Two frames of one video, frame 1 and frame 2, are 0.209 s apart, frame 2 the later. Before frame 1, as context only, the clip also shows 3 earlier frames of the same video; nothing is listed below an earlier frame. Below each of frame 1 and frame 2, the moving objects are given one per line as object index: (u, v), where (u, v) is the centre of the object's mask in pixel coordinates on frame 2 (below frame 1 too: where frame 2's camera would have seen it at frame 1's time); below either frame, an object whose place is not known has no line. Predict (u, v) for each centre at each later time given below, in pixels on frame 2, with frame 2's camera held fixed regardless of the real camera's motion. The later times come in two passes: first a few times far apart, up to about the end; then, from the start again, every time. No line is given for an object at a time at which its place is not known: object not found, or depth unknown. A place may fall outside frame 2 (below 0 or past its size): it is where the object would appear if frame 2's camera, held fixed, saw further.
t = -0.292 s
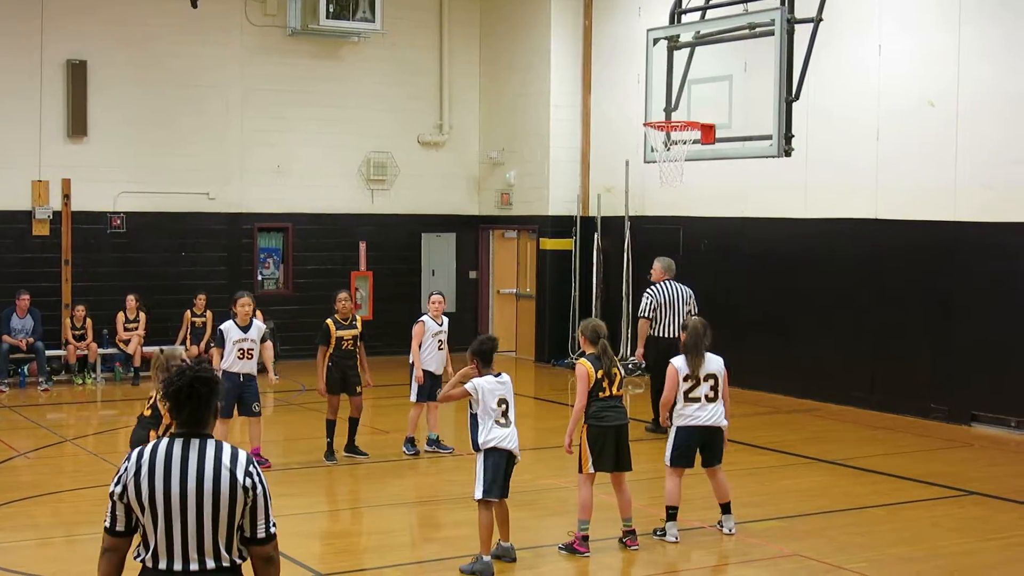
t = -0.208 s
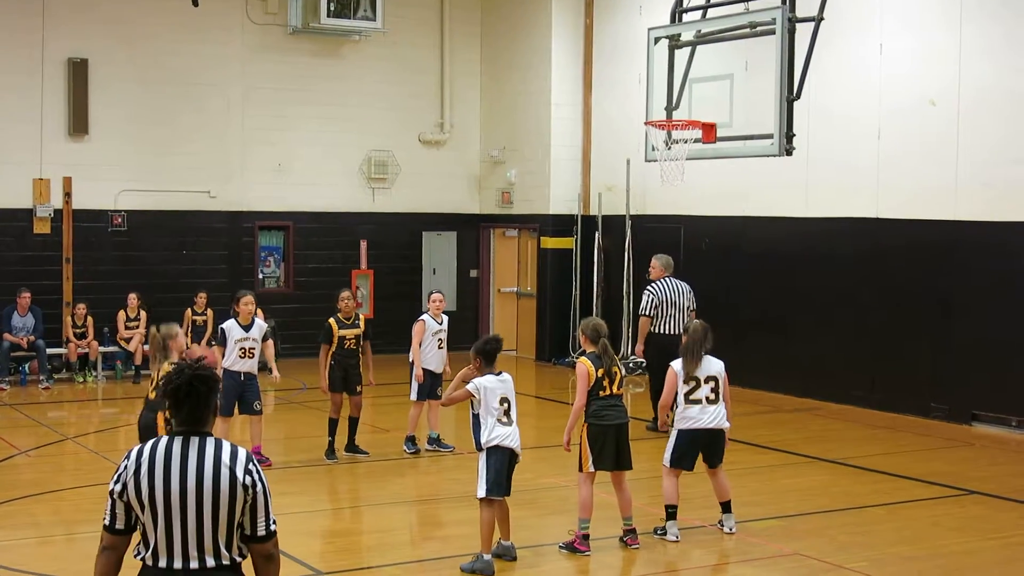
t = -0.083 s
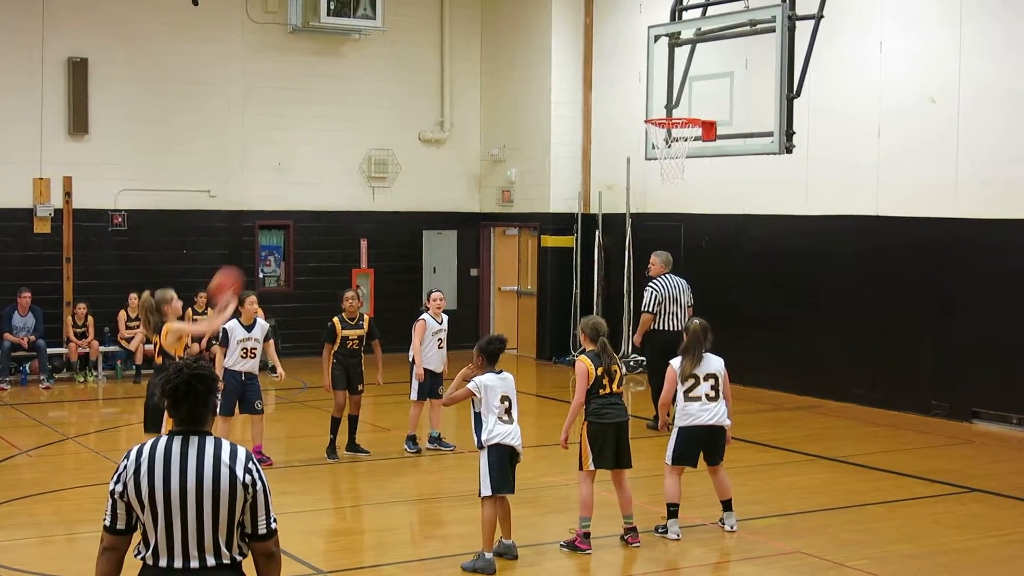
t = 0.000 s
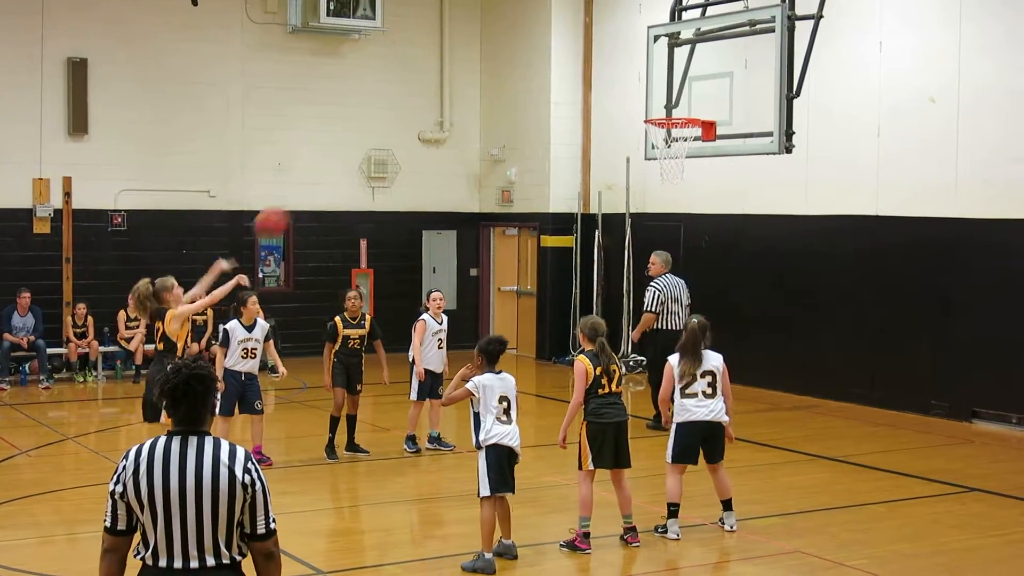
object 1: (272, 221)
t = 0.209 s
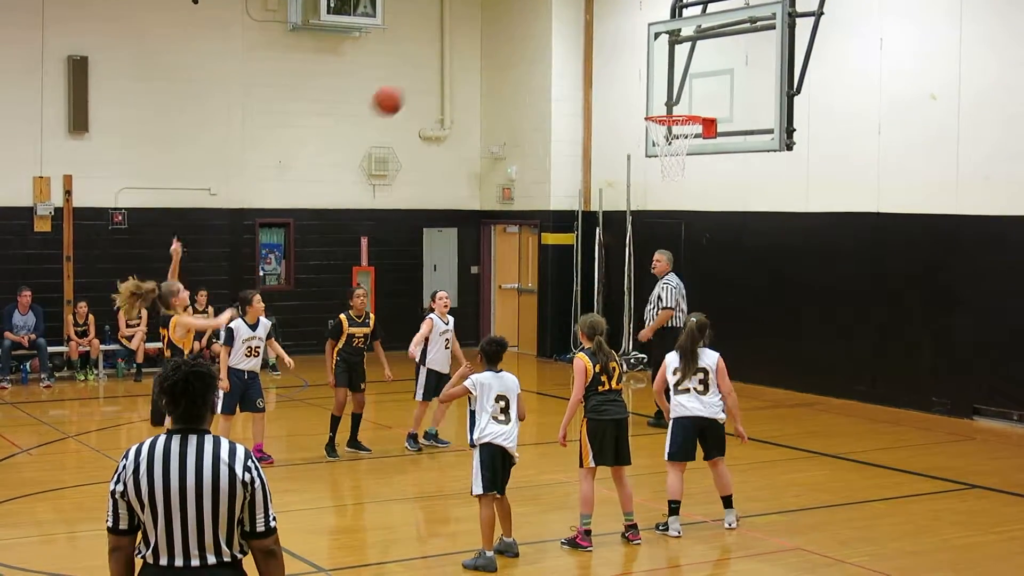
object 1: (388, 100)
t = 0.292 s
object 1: (431, 70)
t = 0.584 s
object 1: (571, 39)
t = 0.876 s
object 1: (696, 100)
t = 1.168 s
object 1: (731, 83)
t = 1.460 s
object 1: (711, 153)
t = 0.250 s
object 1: (409, 84)
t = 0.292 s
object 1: (431, 70)
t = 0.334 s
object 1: (452, 59)
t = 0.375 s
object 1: (473, 49)
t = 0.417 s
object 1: (493, 43)
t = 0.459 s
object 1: (513, 40)
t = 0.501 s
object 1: (533, 37)
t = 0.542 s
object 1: (552, 37)
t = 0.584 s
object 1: (571, 39)
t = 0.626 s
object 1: (590, 44)
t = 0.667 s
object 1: (609, 50)
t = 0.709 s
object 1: (627, 58)
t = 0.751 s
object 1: (645, 68)
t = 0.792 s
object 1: (663, 80)
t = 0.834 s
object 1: (680, 94)
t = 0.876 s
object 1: (696, 100)
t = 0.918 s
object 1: (708, 95)
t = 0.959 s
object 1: (720, 91)
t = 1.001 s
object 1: (733, 89)
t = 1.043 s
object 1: (738, 86)
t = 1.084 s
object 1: (736, 83)
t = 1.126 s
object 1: (733, 82)
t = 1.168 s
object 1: (731, 83)
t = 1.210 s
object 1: (728, 87)
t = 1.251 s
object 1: (726, 92)
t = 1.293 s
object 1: (723, 100)
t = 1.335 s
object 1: (720, 110)
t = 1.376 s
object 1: (717, 122)
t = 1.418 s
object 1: (714, 136)
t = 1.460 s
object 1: (711, 153)
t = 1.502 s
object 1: (708, 173)
